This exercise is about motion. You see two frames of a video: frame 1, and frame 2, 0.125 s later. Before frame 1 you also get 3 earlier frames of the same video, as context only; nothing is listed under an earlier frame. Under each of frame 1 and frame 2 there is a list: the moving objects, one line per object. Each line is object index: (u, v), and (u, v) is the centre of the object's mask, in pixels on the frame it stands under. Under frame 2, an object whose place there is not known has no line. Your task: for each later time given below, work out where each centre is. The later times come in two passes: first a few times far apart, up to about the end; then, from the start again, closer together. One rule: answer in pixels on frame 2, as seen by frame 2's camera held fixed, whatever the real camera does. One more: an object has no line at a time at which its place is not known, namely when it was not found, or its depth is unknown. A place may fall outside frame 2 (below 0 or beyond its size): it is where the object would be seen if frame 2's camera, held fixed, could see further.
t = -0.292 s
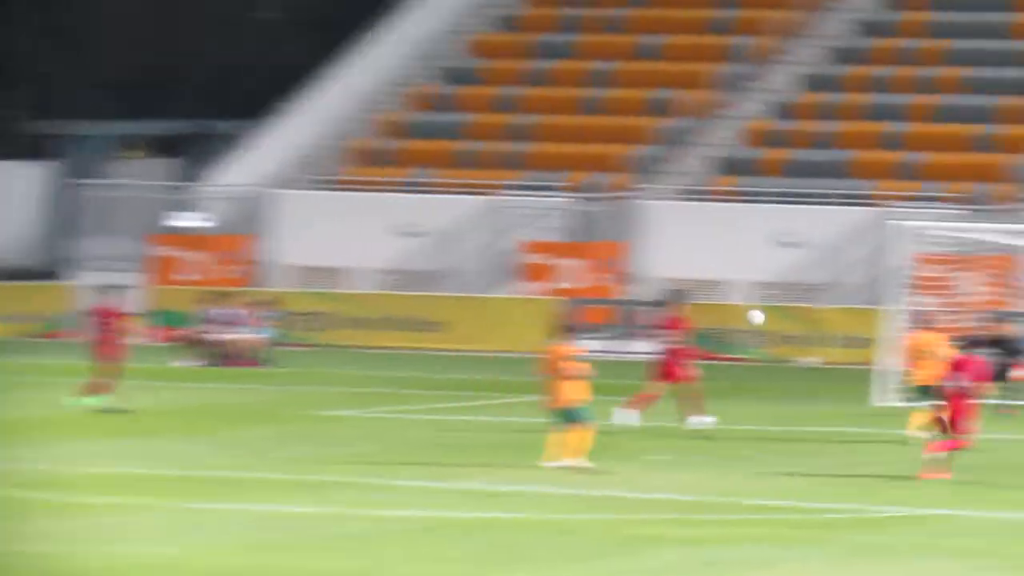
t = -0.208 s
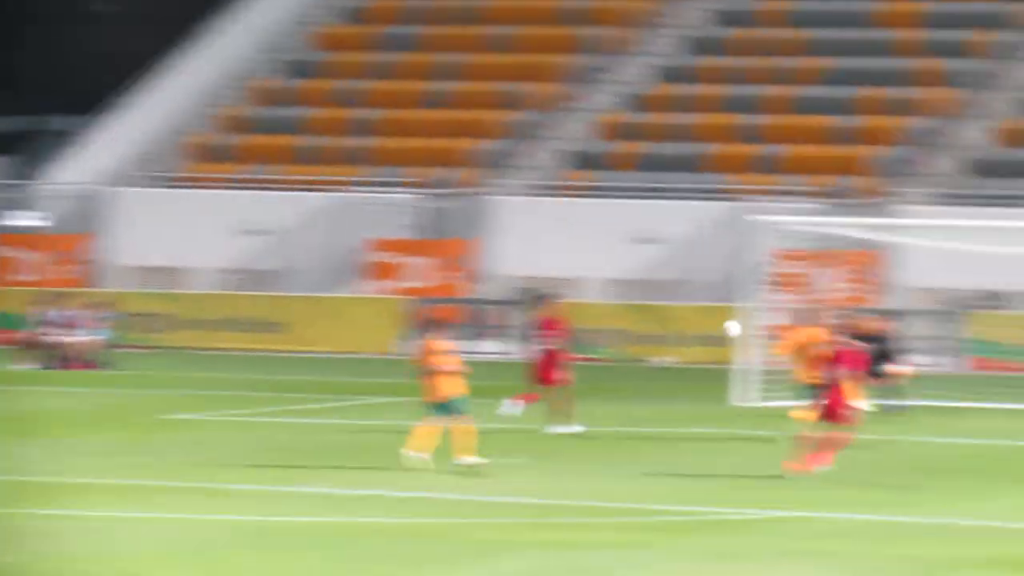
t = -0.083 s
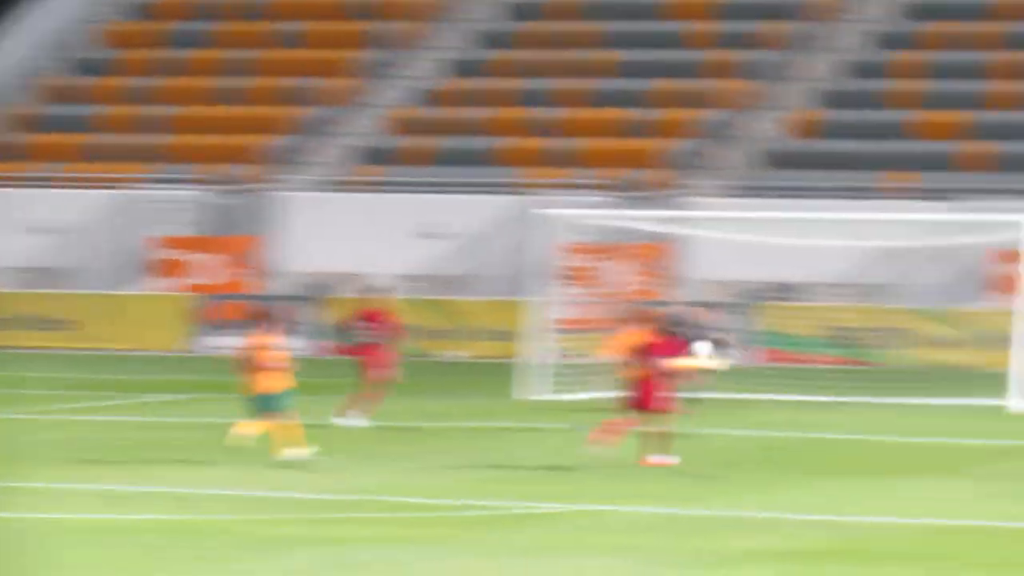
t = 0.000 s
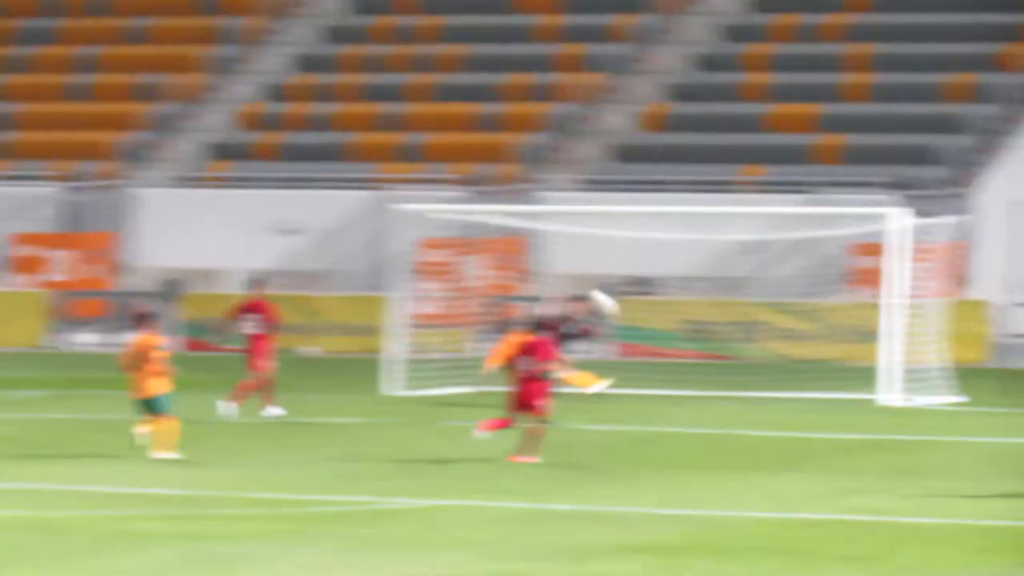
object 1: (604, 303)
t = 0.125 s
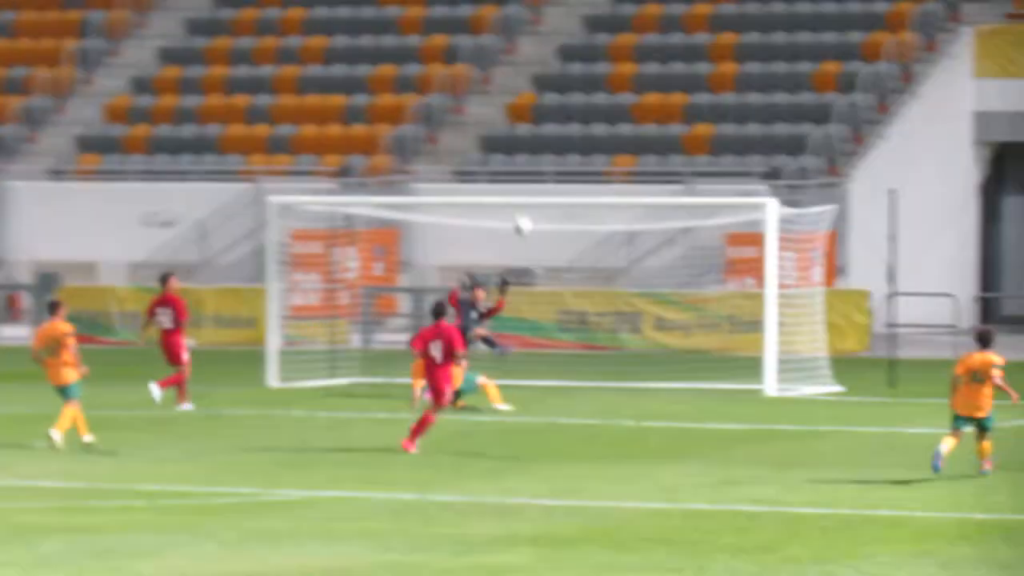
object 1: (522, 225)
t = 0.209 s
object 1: (553, 184)
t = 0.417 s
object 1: (620, 112)
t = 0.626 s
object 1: (690, 70)
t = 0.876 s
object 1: (772, 61)
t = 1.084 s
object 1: (840, 88)
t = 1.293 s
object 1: (908, 146)
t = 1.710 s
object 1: (1031, 346)
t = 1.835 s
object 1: (1062, 339)
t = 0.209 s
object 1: (553, 184)
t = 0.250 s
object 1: (566, 167)
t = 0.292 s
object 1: (580, 151)
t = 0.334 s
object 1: (594, 137)
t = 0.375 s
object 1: (608, 123)
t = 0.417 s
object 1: (620, 112)
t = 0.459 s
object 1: (635, 100)
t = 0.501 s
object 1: (649, 90)
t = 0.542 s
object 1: (662, 83)
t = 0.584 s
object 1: (676, 75)
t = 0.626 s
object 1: (690, 70)
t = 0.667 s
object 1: (704, 65)
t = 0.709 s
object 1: (718, 61)
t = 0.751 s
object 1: (732, 59)
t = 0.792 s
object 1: (745, 59)
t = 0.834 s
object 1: (758, 59)
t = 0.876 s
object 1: (772, 61)
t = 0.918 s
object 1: (785, 64)
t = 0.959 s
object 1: (799, 69)
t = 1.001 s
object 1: (812, 74)
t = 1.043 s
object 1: (826, 81)
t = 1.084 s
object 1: (840, 88)
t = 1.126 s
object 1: (852, 97)
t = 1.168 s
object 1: (867, 108)
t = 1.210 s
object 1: (881, 119)
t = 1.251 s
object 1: (894, 132)
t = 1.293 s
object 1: (908, 146)
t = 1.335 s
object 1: (920, 161)
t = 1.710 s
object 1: (1031, 346)
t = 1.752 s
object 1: (1044, 372)
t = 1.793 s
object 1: (1054, 360)
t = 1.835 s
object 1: (1062, 339)
